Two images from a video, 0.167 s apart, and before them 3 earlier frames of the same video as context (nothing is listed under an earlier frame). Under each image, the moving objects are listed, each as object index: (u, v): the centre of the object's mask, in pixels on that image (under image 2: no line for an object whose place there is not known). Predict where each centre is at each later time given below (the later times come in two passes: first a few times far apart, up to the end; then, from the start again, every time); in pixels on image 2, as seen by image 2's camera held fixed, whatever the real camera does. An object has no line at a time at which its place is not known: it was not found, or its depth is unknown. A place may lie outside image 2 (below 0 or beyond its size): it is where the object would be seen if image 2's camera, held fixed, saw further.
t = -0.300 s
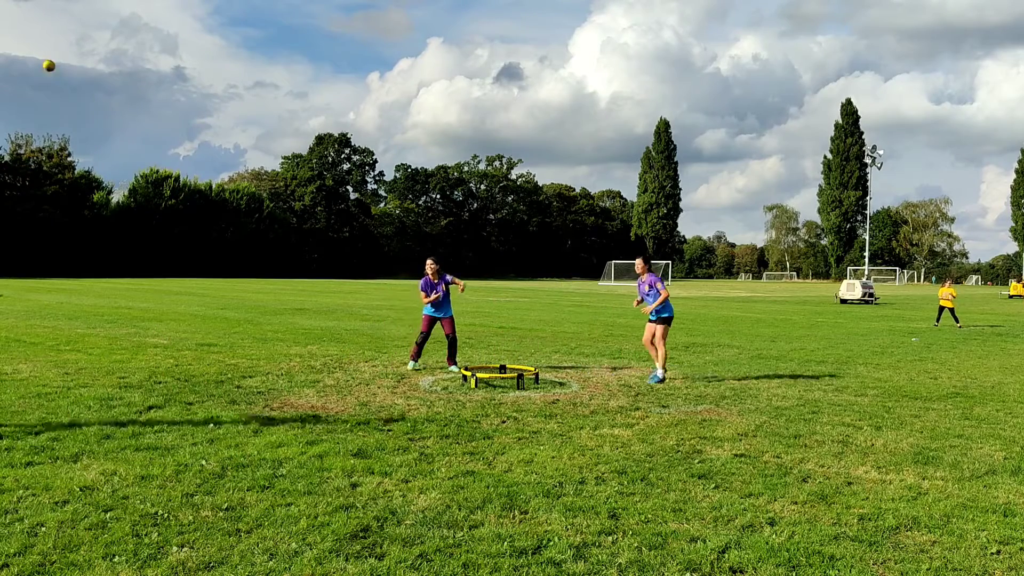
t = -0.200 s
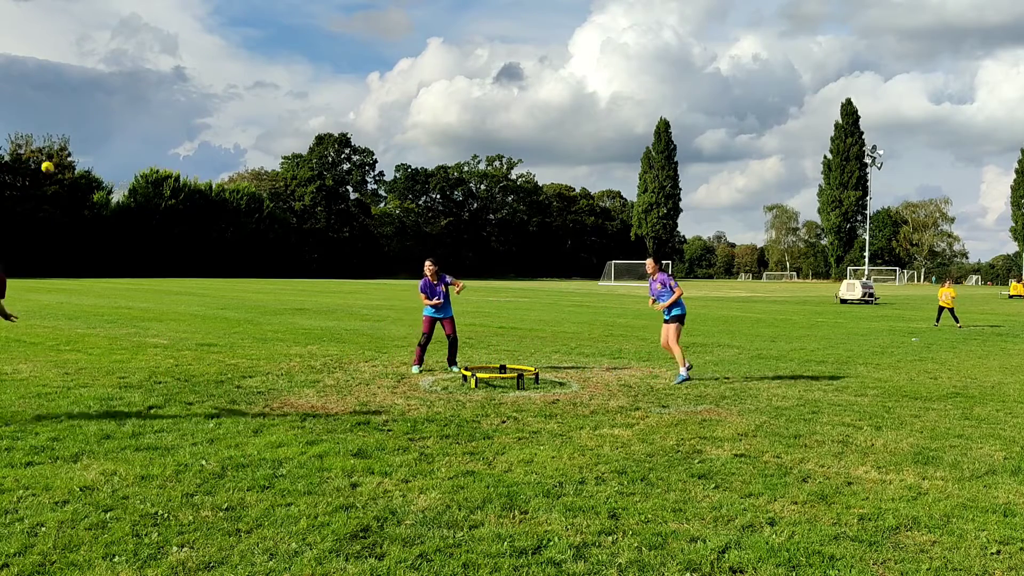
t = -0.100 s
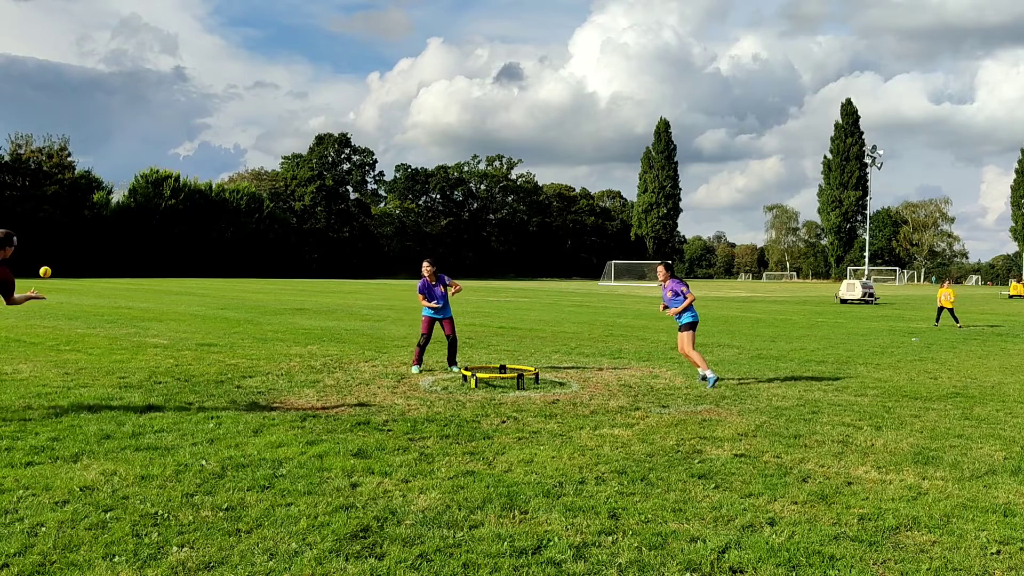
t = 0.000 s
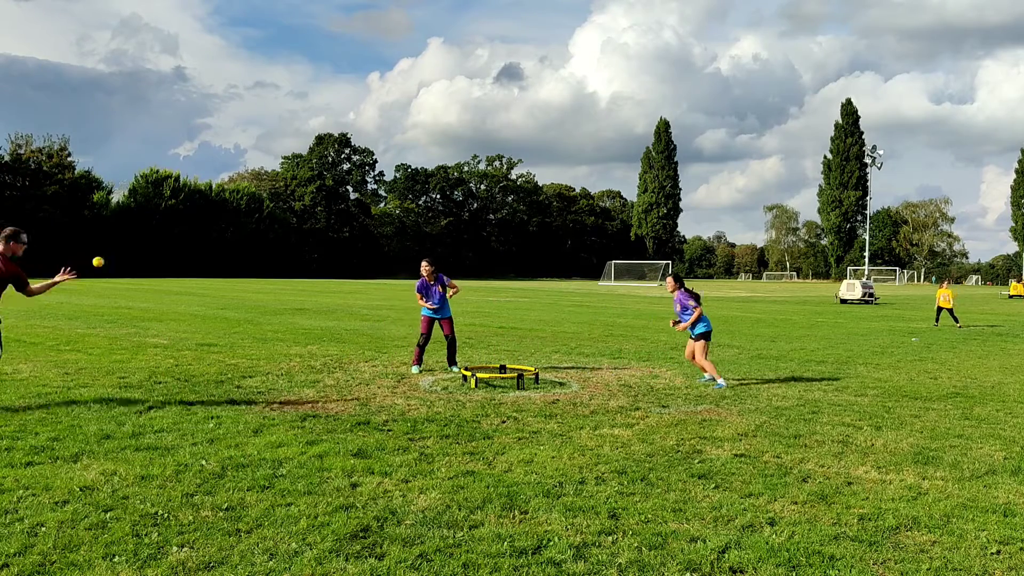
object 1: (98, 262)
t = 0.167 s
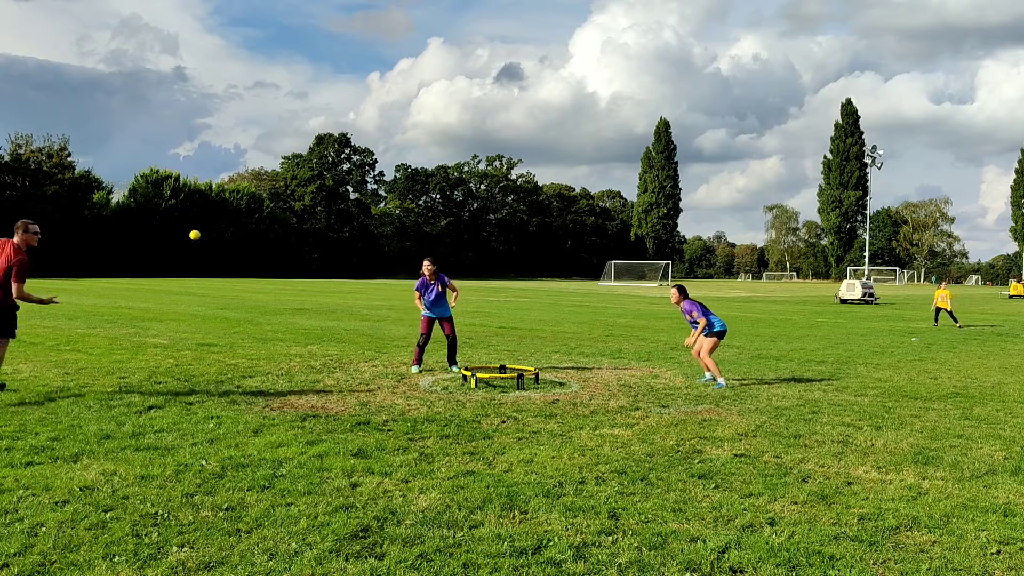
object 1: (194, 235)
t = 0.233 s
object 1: (229, 231)
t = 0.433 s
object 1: (328, 253)
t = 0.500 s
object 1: (358, 267)
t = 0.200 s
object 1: (212, 233)
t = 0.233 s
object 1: (229, 231)
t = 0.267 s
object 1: (247, 233)
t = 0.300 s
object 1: (264, 235)
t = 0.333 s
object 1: (281, 238)
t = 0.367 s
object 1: (297, 242)
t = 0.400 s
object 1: (313, 247)
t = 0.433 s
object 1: (328, 253)
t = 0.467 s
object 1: (343, 260)
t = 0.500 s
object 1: (358, 267)
